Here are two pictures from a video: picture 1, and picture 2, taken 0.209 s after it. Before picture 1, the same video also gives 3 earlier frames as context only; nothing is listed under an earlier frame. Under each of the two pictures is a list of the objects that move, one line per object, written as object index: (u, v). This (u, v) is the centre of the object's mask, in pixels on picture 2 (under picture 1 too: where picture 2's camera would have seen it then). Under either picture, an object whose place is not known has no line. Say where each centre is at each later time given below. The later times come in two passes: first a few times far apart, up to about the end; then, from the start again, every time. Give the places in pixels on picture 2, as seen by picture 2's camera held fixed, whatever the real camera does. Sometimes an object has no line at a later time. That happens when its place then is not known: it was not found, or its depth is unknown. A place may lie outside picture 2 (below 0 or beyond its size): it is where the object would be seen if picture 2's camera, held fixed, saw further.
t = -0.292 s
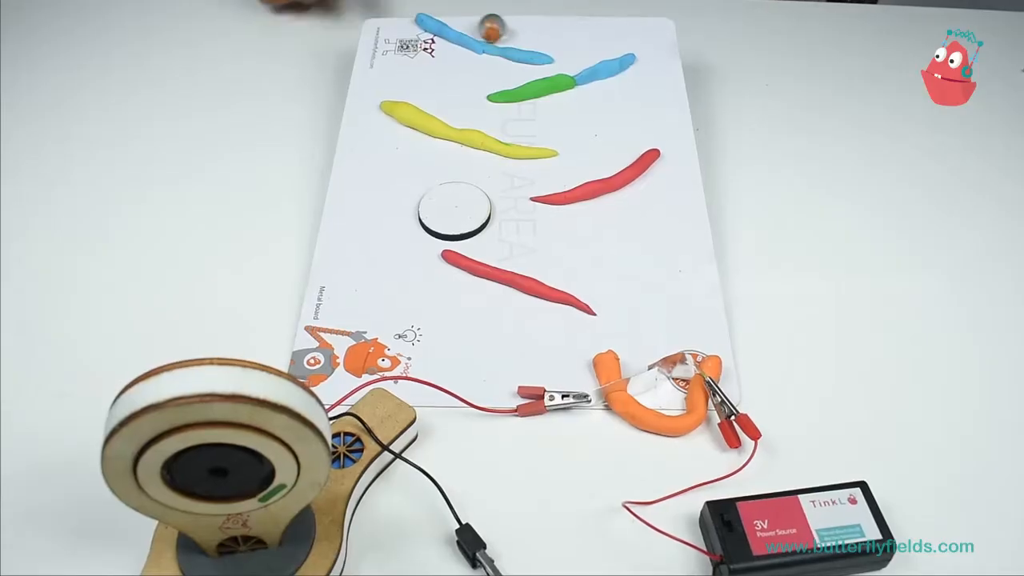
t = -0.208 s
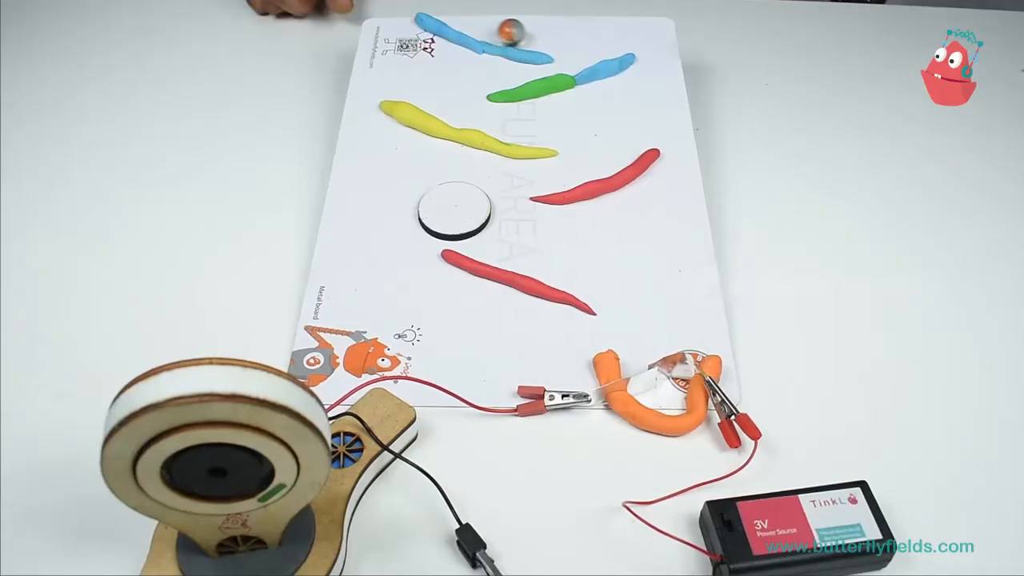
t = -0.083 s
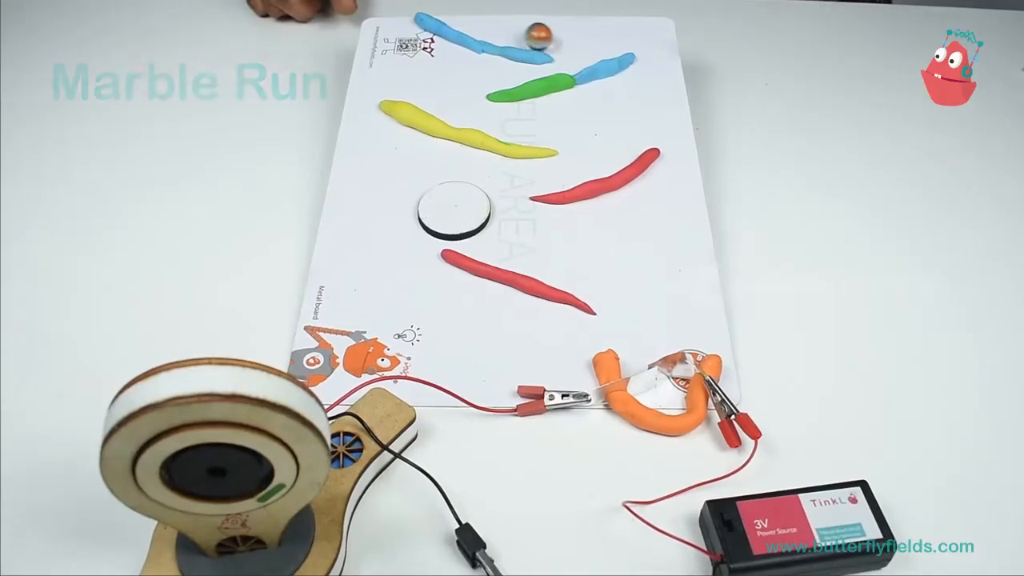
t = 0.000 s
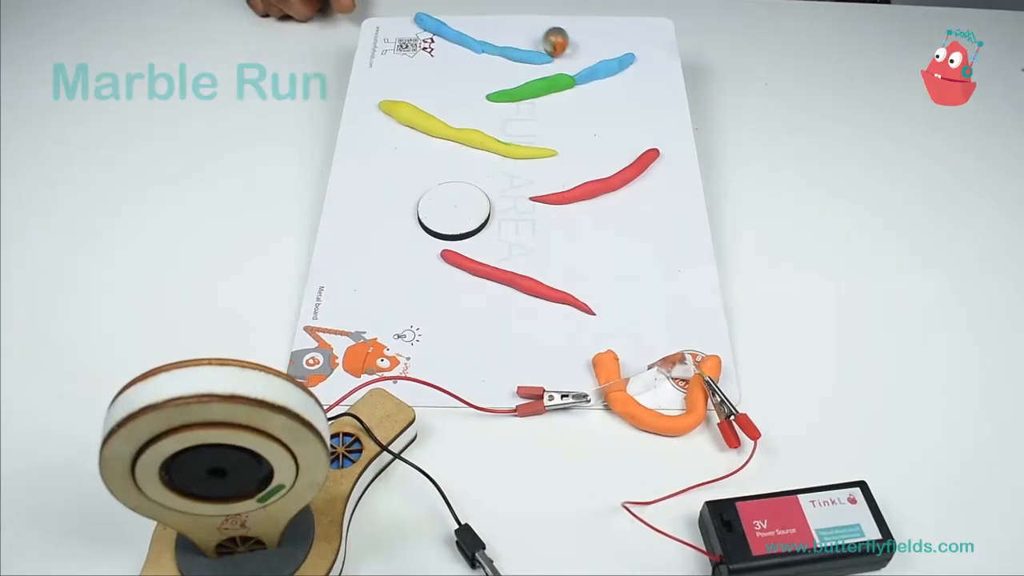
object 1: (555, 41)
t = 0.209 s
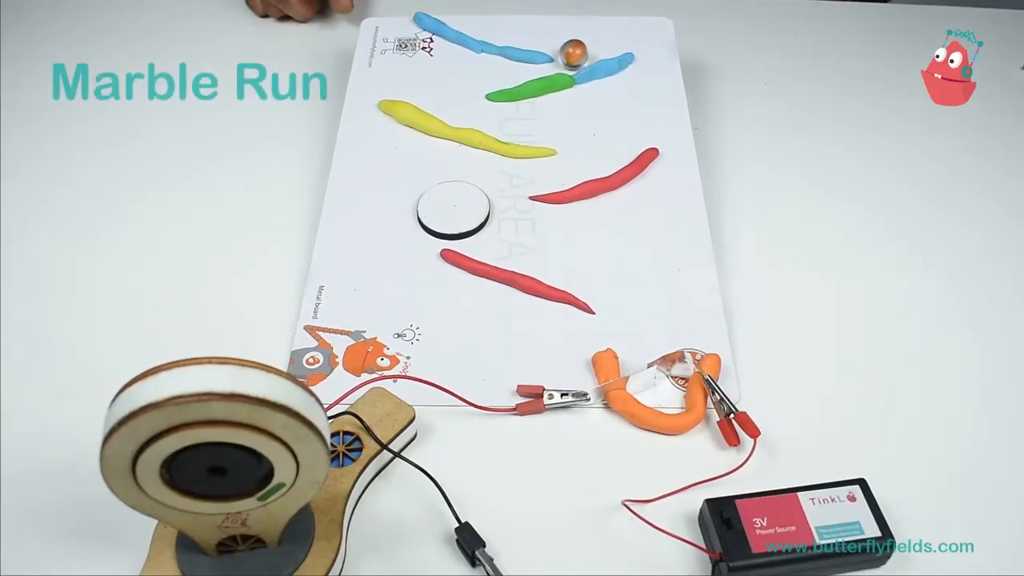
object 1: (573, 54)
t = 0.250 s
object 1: (571, 55)
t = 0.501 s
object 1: (551, 61)
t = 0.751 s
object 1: (509, 73)
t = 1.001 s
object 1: (440, 103)
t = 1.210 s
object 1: (453, 110)
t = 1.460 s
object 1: (500, 121)
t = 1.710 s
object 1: (570, 137)
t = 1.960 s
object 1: (597, 157)
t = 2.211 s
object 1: (569, 169)
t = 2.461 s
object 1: (509, 184)
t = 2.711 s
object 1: (520, 234)
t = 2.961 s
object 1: (587, 264)
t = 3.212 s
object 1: (664, 347)
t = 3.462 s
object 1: (632, 342)
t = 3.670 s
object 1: (636, 354)
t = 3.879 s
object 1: (637, 355)
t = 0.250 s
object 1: (571, 55)
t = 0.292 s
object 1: (570, 57)
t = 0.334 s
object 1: (569, 59)
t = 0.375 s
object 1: (565, 60)
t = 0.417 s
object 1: (560, 60)
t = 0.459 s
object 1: (556, 60)
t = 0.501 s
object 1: (551, 61)
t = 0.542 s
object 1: (547, 62)
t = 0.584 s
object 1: (541, 63)
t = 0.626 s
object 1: (535, 65)
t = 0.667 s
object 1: (527, 67)
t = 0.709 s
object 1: (519, 70)
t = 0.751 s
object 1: (509, 73)
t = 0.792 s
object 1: (499, 75)
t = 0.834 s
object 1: (489, 76)
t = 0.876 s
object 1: (477, 80)
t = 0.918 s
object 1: (466, 86)
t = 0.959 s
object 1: (453, 95)
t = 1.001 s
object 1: (440, 103)
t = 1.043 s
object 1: (439, 103)
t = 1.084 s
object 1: (443, 103)
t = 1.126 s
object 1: (446, 105)
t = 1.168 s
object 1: (449, 108)
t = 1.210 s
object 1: (453, 110)
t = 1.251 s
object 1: (459, 112)
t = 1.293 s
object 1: (467, 113)
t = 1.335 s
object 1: (475, 113)
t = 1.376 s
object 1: (483, 115)
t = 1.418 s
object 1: (491, 118)
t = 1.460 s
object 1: (500, 121)
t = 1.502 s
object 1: (510, 126)
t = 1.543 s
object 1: (521, 127)
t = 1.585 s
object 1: (533, 129)
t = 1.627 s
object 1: (545, 130)
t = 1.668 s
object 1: (557, 132)
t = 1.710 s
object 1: (570, 137)
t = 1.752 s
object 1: (584, 143)
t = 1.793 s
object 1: (598, 151)
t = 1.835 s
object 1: (607, 156)
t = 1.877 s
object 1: (605, 156)
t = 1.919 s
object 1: (601, 156)
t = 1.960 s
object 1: (597, 157)
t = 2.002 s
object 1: (594, 161)
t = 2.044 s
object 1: (590, 163)
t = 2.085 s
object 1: (586, 164)
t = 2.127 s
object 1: (581, 165)
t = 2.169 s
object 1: (575, 167)
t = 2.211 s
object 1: (569, 169)
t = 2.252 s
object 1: (562, 171)
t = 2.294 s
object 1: (553, 173)
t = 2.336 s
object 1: (544, 174)
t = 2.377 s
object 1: (532, 176)
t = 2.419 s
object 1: (520, 179)
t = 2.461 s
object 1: (509, 184)
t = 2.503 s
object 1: (501, 188)
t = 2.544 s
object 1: (505, 193)
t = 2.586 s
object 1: (508, 199)
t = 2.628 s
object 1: (511, 208)
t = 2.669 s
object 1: (514, 220)
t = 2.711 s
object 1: (520, 234)
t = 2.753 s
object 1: (525, 251)
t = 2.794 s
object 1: (533, 257)
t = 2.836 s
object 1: (546, 258)
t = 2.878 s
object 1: (560, 258)
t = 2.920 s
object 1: (574, 261)
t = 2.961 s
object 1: (587, 264)
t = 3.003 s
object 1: (601, 271)
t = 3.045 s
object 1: (613, 280)
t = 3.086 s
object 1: (627, 294)
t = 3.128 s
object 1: (639, 311)
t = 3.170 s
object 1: (653, 331)
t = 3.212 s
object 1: (664, 347)
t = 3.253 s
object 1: (658, 338)
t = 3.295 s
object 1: (652, 334)
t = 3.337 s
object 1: (644, 332)
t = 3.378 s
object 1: (639, 334)
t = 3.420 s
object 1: (634, 337)
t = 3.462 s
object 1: (632, 342)
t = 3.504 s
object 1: (634, 345)
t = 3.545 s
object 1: (636, 350)
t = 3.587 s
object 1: (638, 354)
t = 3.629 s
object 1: (637, 356)
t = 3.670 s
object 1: (636, 354)
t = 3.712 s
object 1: (637, 355)
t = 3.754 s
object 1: (637, 355)
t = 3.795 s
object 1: (637, 355)
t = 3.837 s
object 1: (637, 355)
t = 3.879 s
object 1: (637, 355)
